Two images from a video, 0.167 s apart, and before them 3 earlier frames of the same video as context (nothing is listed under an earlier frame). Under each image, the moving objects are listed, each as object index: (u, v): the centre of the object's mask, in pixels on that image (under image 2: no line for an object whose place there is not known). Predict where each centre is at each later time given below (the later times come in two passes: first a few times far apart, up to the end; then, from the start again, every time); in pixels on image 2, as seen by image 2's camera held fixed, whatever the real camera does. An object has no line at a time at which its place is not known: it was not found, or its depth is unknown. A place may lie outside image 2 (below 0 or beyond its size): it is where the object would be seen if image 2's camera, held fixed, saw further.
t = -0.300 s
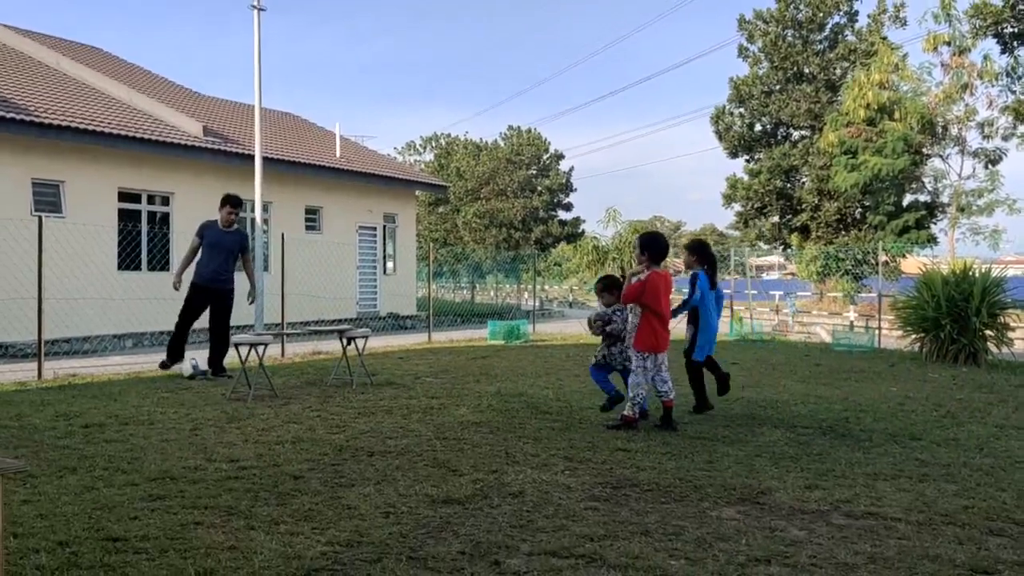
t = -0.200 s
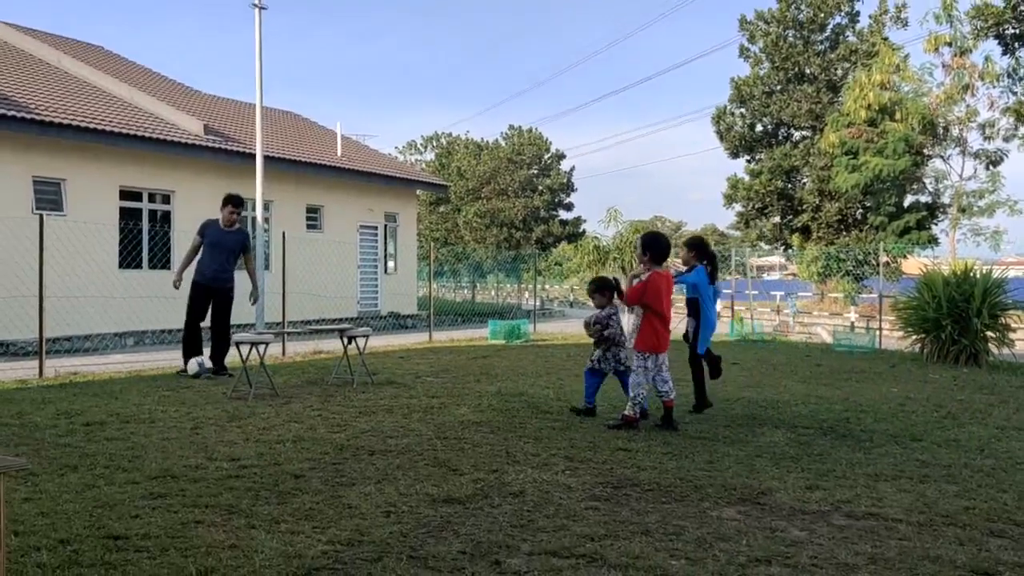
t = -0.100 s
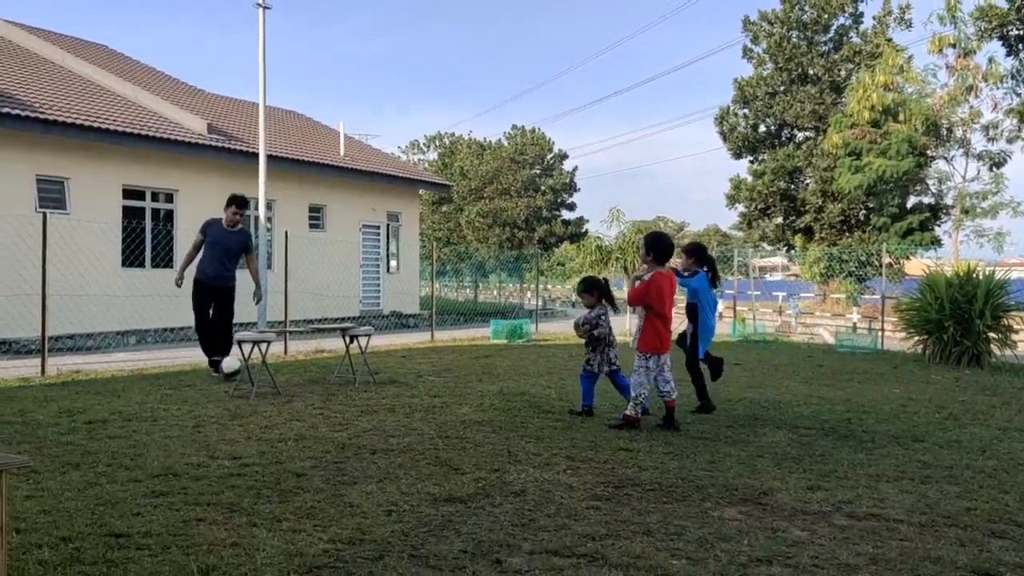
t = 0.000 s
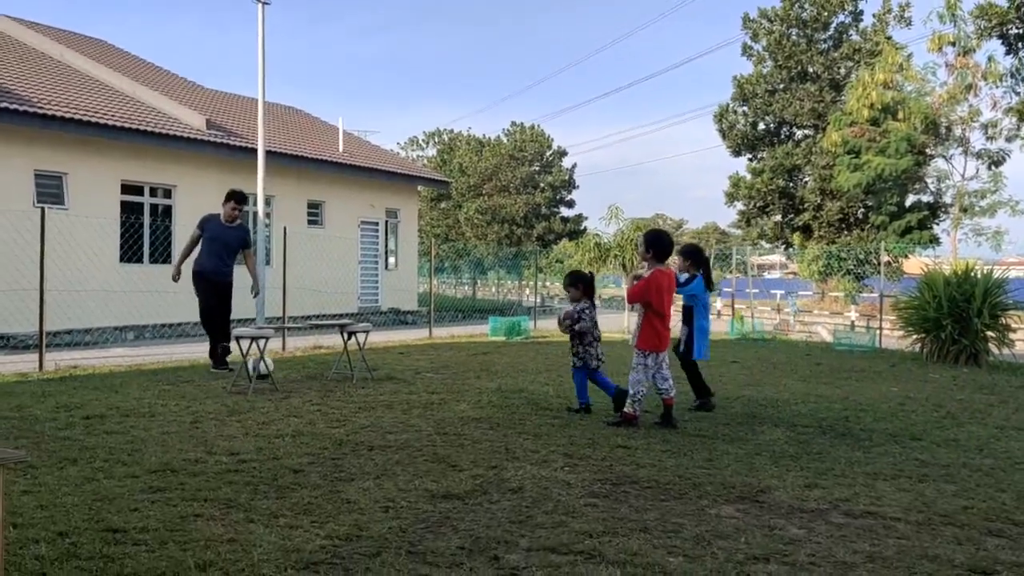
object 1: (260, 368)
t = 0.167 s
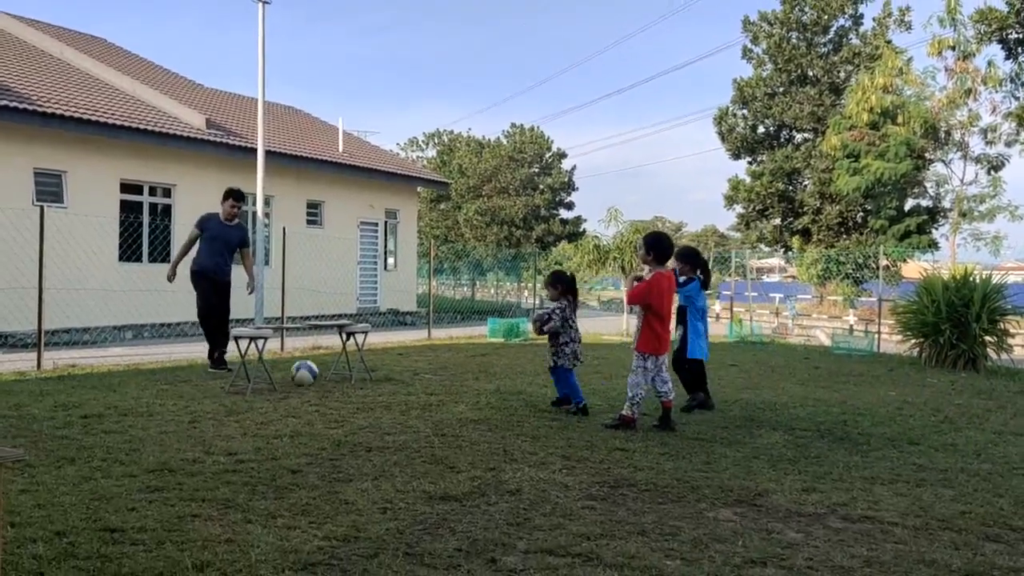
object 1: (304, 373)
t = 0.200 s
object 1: (311, 370)
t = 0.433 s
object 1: (360, 375)
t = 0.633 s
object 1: (404, 379)
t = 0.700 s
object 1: (419, 385)
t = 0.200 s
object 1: (311, 370)
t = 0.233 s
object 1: (318, 369)
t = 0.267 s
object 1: (324, 370)
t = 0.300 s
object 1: (332, 372)
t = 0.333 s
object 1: (339, 375)
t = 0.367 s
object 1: (346, 376)
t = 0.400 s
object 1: (353, 374)
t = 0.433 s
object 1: (360, 375)
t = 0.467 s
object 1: (367, 376)
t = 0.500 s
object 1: (375, 378)
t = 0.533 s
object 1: (382, 380)
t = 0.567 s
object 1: (390, 380)
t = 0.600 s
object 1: (397, 377)
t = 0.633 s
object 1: (404, 379)
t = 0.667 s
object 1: (411, 382)
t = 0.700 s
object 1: (419, 385)
